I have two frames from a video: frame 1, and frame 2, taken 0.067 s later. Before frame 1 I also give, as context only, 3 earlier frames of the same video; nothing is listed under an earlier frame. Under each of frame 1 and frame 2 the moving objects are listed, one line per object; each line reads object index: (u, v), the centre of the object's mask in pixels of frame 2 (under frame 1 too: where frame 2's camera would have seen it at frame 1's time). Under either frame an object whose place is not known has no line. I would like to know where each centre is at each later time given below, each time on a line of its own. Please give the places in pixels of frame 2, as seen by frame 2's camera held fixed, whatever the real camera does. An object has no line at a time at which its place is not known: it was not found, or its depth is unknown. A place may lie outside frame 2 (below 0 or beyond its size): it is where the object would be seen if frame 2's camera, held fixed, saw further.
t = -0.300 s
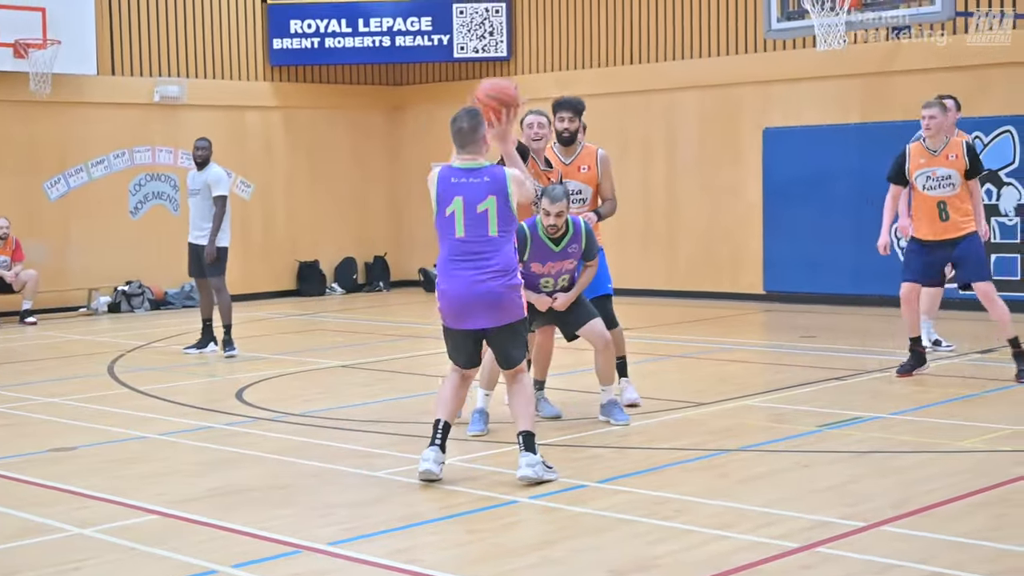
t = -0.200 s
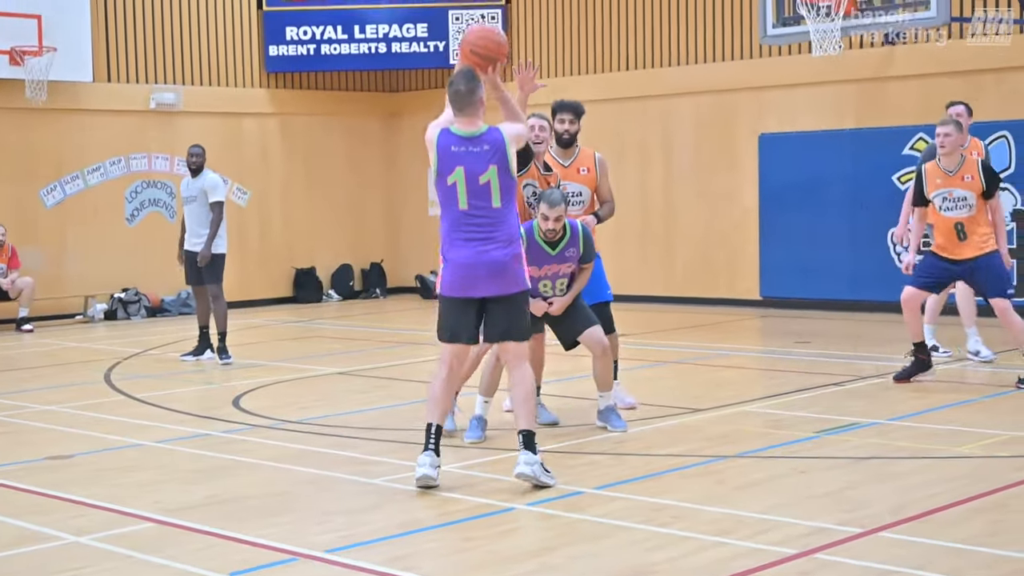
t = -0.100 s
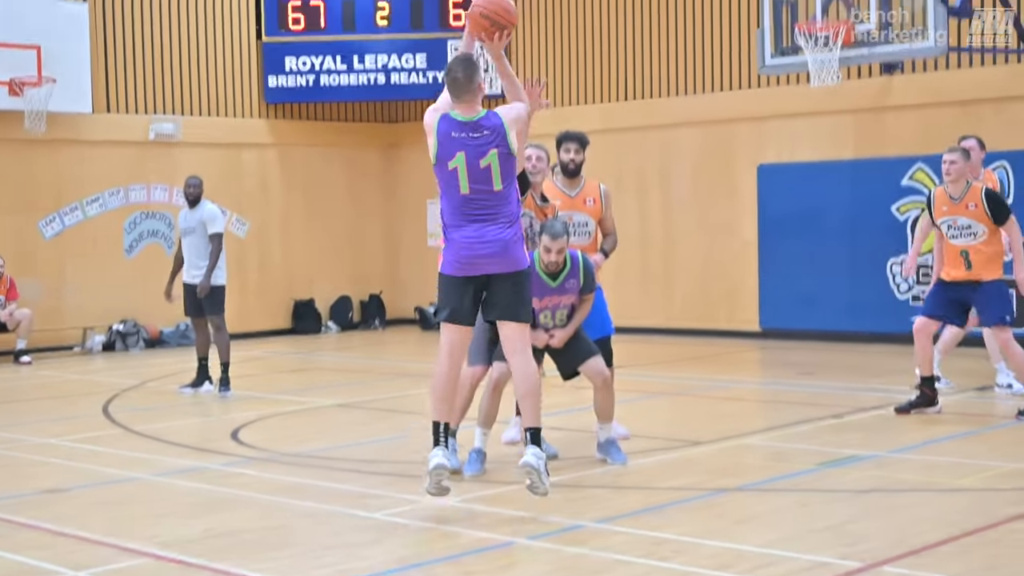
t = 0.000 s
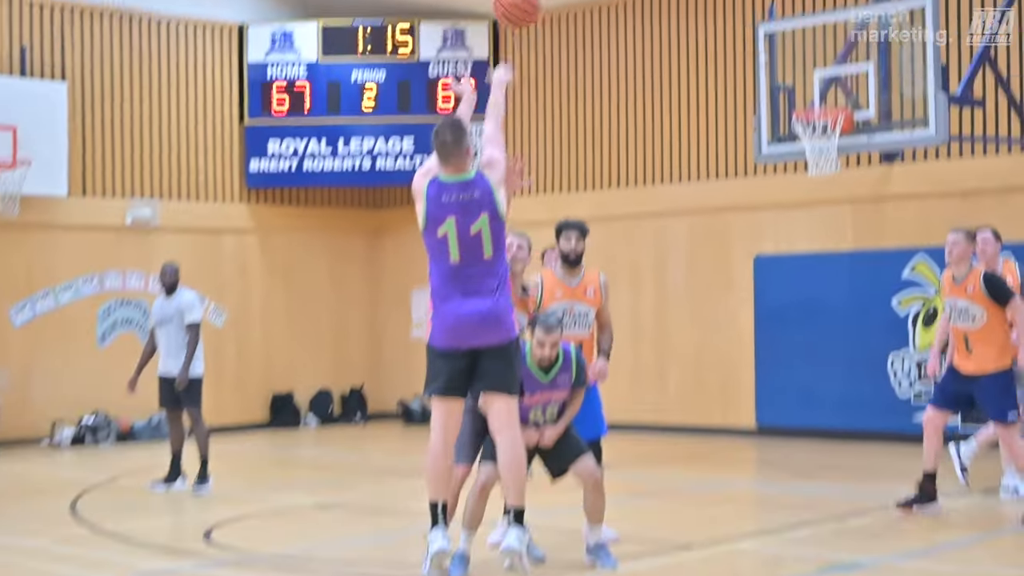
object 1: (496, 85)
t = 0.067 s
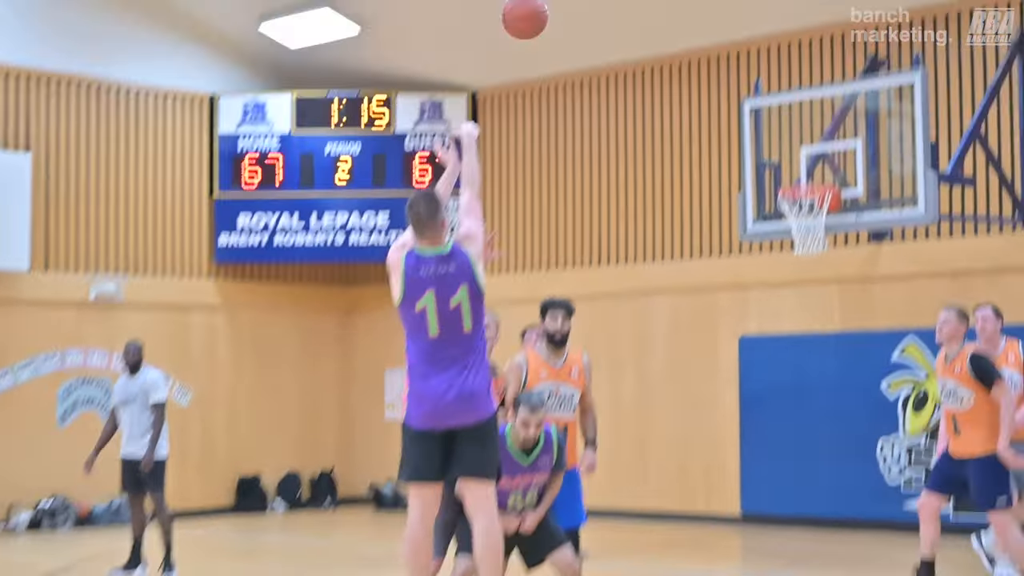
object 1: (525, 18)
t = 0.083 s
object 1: (532, 3)
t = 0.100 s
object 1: (539, -8)
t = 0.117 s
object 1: (545, -21)
